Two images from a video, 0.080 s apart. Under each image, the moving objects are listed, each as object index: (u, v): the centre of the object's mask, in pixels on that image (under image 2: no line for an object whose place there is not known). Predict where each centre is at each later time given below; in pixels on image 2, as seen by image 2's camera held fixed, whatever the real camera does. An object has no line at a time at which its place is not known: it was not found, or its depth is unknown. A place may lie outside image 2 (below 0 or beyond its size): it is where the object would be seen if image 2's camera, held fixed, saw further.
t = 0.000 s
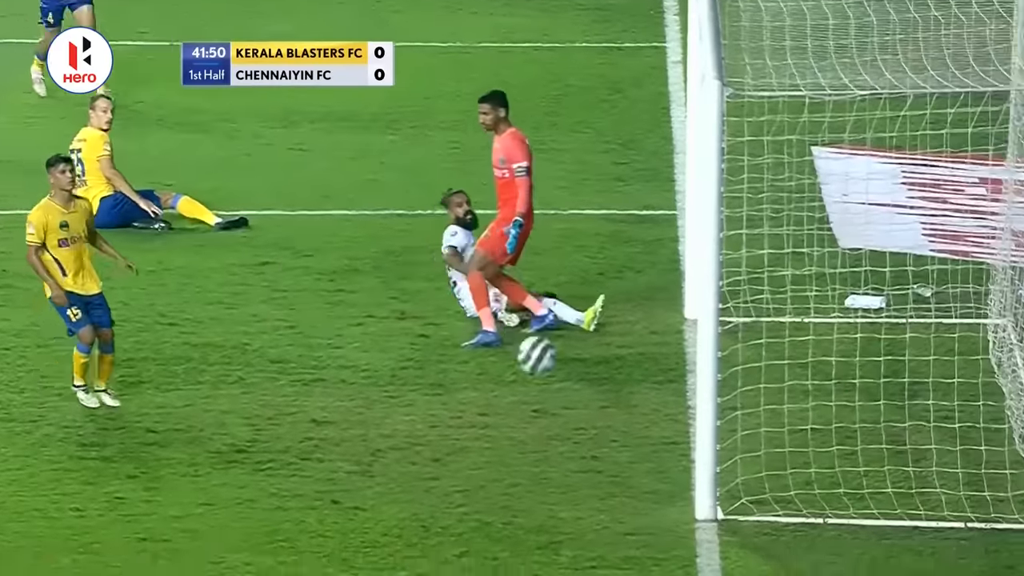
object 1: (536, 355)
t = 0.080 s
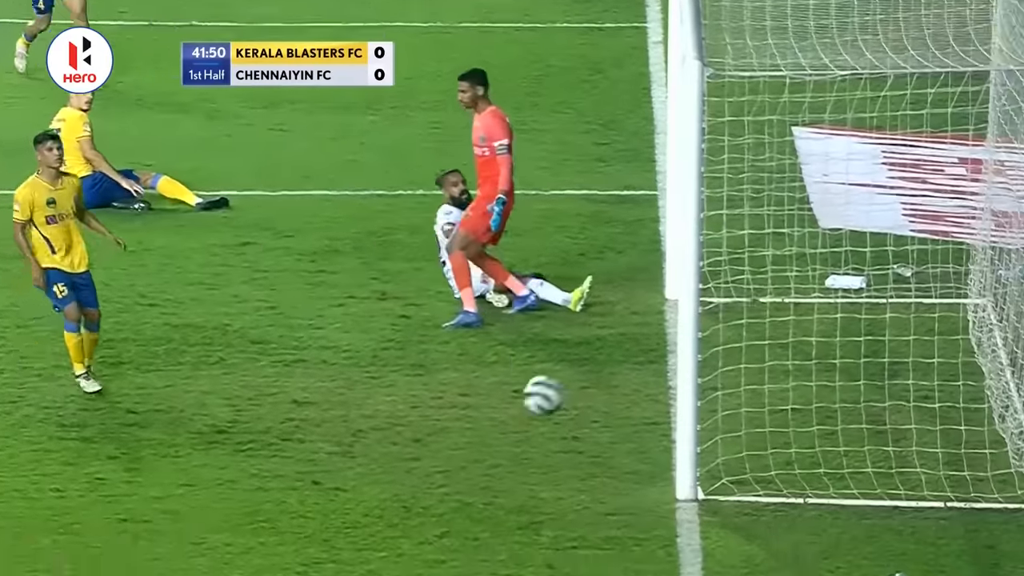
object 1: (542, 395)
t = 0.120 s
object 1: (554, 422)
